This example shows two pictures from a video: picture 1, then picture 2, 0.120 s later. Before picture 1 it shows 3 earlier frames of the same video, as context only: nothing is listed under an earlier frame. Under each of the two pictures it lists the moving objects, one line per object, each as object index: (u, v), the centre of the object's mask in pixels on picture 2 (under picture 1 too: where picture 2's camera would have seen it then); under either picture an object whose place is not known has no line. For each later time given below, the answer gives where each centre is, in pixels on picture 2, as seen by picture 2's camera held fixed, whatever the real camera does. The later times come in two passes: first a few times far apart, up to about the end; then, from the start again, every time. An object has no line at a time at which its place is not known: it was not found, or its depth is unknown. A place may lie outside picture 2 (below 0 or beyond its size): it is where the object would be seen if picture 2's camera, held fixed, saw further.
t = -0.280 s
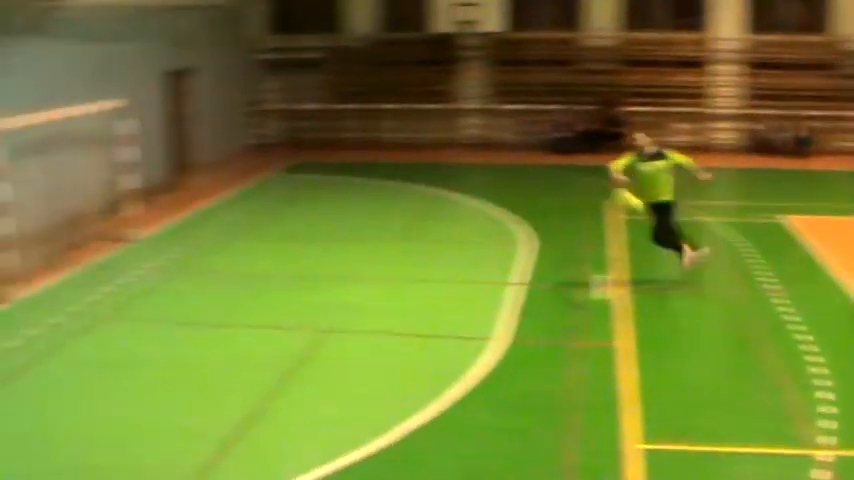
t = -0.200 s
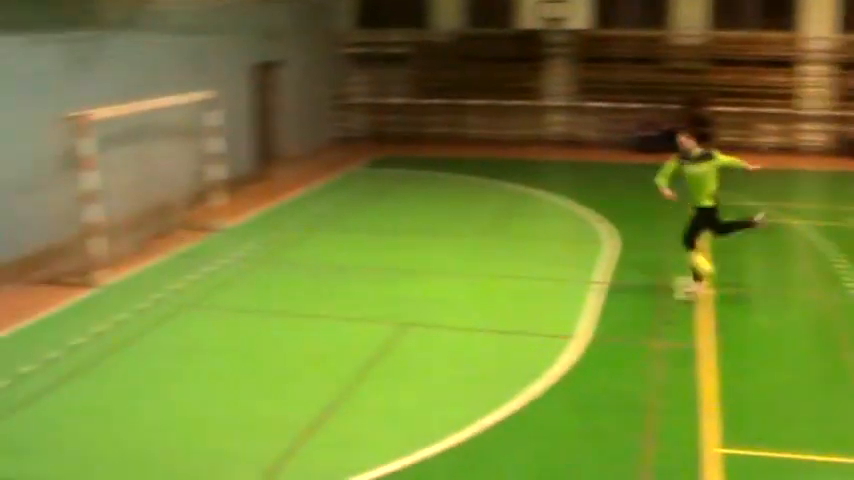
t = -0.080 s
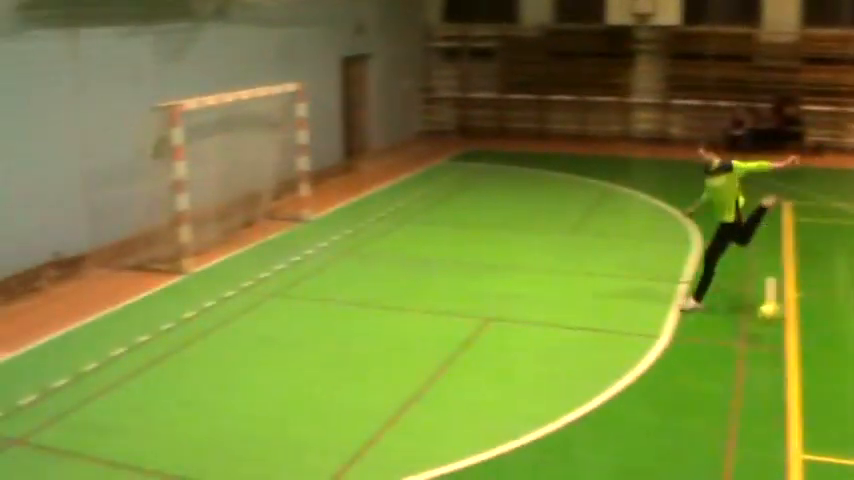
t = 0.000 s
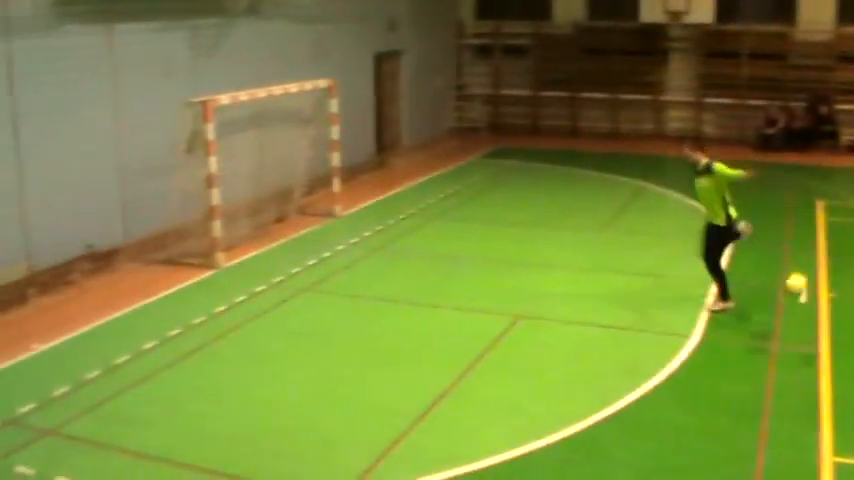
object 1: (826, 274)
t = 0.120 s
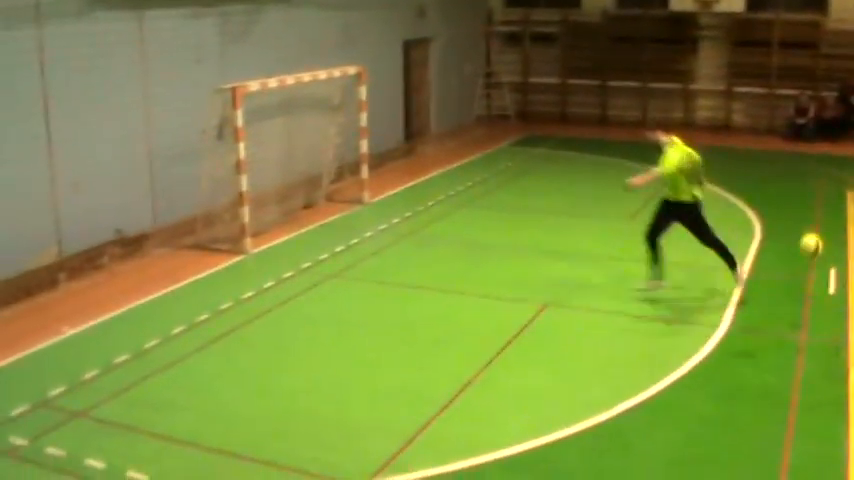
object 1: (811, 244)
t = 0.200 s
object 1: (802, 229)
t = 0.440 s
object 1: (765, 230)
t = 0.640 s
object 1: (724, 290)
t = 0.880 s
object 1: (663, 435)
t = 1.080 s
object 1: (618, 405)
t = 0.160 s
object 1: (806, 236)
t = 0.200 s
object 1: (802, 229)
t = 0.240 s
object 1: (796, 225)
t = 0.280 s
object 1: (790, 222)
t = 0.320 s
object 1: (783, 223)
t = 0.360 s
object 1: (778, 223)
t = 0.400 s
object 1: (771, 226)
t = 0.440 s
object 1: (765, 230)
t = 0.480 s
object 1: (756, 239)
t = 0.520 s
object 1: (748, 249)
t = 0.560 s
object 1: (741, 261)
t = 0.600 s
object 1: (732, 274)
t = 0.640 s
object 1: (724, 290)
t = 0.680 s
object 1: (714, 308)
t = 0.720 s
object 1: (705, 328)
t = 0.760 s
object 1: (696, 353)
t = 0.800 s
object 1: (686, 378)
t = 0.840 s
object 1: (676, 404)
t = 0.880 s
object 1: (663, 435)
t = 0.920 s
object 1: (655, 433)
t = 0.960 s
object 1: (647, 423)
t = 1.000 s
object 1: (638, 415)
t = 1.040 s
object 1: (628, 410)
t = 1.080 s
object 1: (618, 405)
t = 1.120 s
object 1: (607, 403)
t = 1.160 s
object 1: (597, 405)
